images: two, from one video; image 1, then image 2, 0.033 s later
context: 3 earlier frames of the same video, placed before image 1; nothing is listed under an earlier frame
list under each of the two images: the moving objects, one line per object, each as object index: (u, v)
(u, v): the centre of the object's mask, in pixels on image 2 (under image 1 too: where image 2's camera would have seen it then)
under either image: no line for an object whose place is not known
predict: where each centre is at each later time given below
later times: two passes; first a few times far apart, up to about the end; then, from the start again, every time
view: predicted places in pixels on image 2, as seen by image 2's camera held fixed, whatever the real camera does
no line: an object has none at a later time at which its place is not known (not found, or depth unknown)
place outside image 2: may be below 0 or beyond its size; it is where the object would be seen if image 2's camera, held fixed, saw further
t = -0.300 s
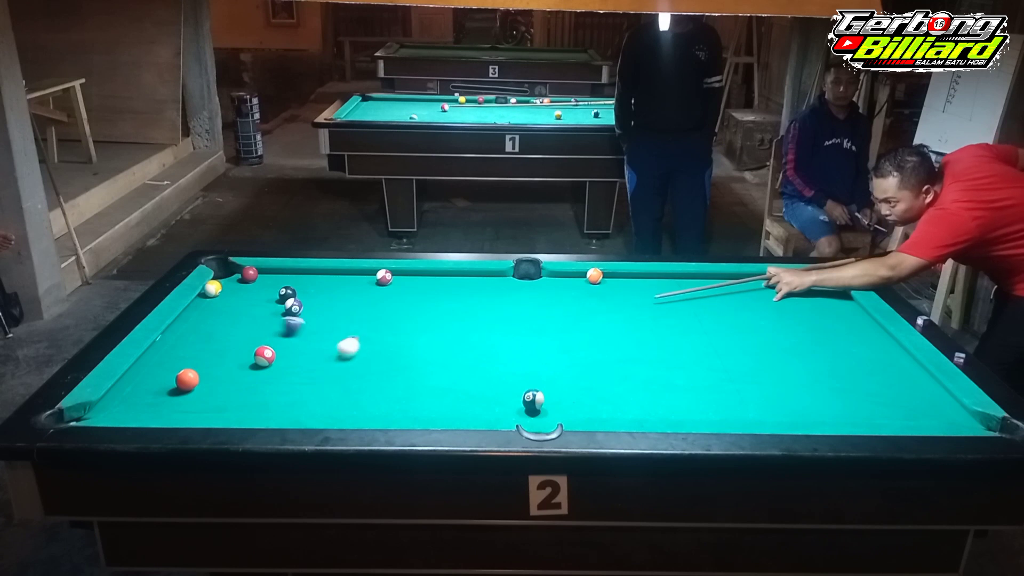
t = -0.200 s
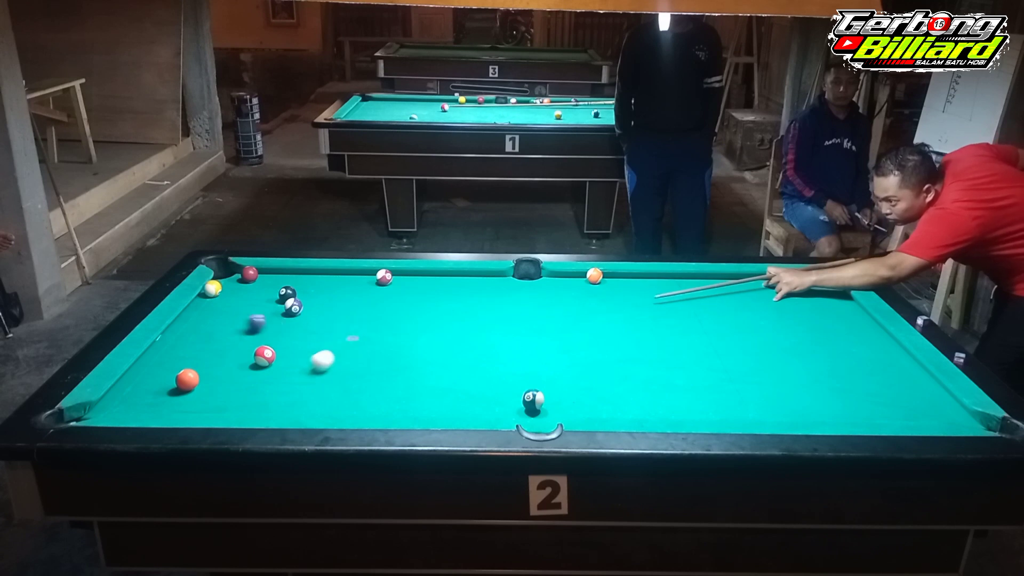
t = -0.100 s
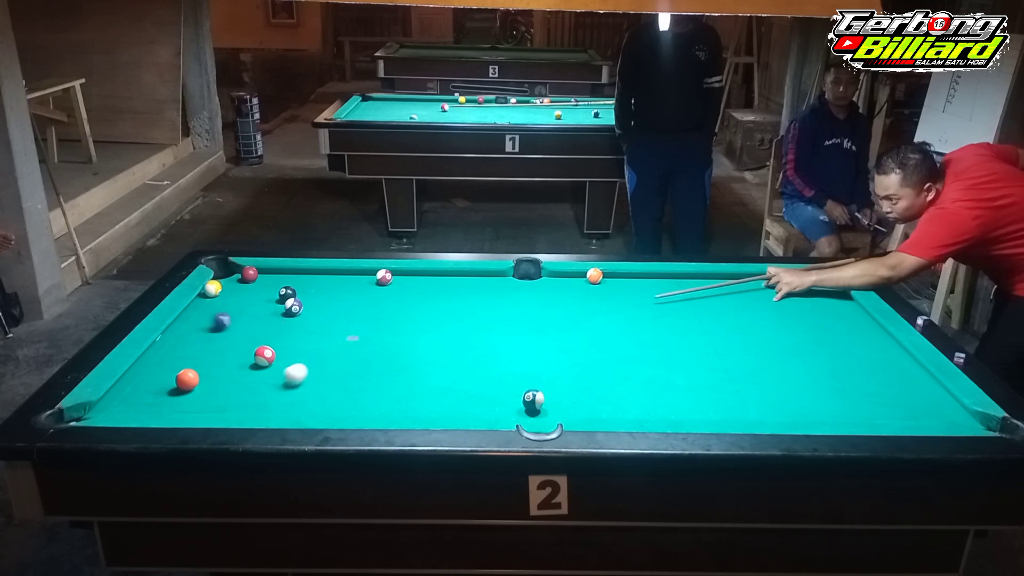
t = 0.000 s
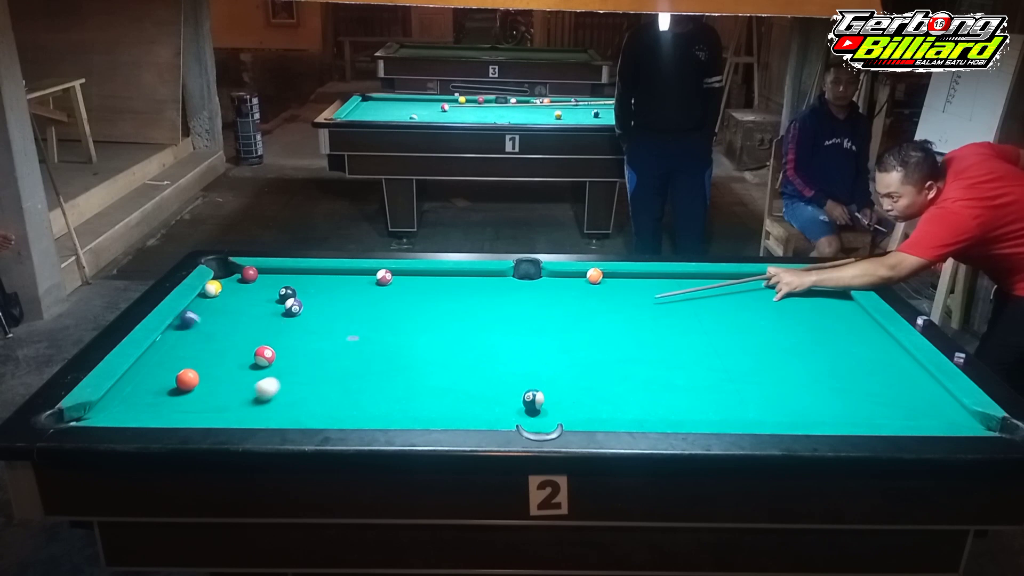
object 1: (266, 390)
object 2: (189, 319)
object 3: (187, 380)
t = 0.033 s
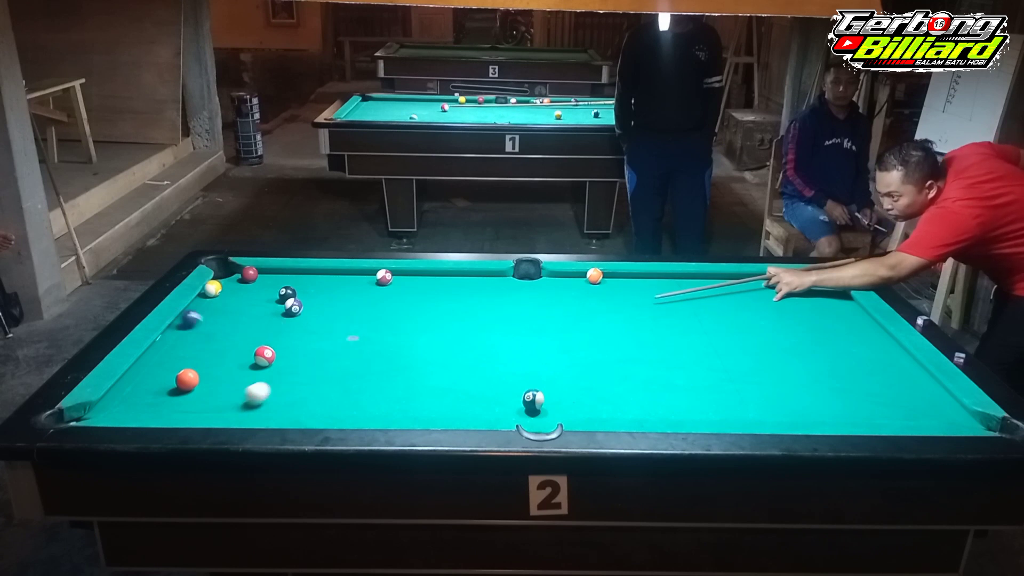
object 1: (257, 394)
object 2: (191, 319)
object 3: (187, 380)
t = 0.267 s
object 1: (212, 403)
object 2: (253, 318)
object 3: (187, 380)
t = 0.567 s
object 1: (211, 379)
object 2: (330, 317)
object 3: (181, 378)
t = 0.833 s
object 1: (227, 364)
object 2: (395, 316)
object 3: (165, 375)
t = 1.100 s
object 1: (240, 351)
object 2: (453, 315)
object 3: (152, 373)
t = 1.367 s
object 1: (251, 340)
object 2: (508, 314)
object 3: (140, 371)
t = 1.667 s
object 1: (261, 330)
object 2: (565, 312)
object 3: (143, 370)
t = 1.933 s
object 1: (269, 323)
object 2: (613, 312)
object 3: (148, 369)
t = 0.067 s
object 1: (247, 400)
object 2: (199, 319)
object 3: (187, 380)
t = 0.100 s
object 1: (237, 403)
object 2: (208, 318)
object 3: (187, 380)
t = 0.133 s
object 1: (228, 406)
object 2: (218, 319)
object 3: (187, 380)
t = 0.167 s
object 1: (218, 408)
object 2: (226, 319)
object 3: (187, 380)
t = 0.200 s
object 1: (215, 407)
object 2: (234, 318)
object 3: (187, 380)
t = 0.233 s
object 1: (214, 405)
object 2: (245, 318)
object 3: (187, 380)
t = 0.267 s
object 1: (212, 403)
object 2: (253, 318)
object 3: (187, 380)
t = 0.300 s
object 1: (211, 400)
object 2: (261, 318)
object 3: (187, 380)
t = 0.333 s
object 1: (210, 397)
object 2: (270, 318)
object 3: (187, 380)
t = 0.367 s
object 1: (209, 394)
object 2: (279, 318)
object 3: (187, 380)
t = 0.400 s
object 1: (207, 391)
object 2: (287, 318)
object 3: (187, 380)
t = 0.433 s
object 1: (207, 389)
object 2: (295, 318)
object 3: (187, 380)
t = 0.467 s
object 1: (206, 386)
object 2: (306, 318)
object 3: (187, 379)
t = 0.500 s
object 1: (206, 383)
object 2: (313, 318)
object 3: (186, 379)
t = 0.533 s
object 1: (209, 381)
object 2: (321, 317)
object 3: (183, 379)
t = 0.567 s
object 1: (211, 379)
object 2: (330, 317)
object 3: (181, 378)
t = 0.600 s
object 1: (213, 377)
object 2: (339, 317)
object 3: (179, 378)
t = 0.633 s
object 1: (215, 375)
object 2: (346, 317)
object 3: (177, 377)
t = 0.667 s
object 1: (217, 373)
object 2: (354, 316)
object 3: (175, 377)
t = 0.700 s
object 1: (219, 371)
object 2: (363, 317)
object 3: (173, 377)
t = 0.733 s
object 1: (221, 369)
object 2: (371, 317)
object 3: (171, 376)
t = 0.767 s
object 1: (223, 367)
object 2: (378, 316)
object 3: (169, 376)
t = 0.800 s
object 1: (225, 365)
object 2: (386, 316)
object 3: (167, 376)
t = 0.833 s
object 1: (227, 364)
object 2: (395, 316)
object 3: (165, 375)
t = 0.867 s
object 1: (229, 362)
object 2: (401, 316)
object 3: (163, 375)
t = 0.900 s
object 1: (230, 360)
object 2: (409, 315)
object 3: (162, 375)
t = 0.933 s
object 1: (232, 359)
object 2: (416, 315)
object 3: (160, 374)
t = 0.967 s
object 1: (234, 357)
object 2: (424, 315)
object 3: (158, 374)
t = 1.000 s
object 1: (236, 355)
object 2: (431, 315)
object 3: (156, 373)
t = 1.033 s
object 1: (237, 354)
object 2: (437, 315)
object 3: (155, 373)
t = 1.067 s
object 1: (239, 352)
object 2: (446, 314)
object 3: (153, 373)
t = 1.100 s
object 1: (240, 351)
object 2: (453, 315)
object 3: (152, 373)
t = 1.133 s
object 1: (242, 350)
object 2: (460, 315)
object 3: (150, 372)
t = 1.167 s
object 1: (243, 348)
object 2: (466, 314)
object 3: (149, 372)
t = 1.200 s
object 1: (245, 347)
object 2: (474, 314)
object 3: (147, 372)
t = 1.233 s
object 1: (246, 345)
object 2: (481, 314)
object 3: (146, 372)
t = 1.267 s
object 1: (247, 344)
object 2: (487, 314)
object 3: (144, 372)
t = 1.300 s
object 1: (249, 343)
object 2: (494, 314)
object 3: (143, 371)
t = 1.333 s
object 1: (250, 341)
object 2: (501, 314)
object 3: (141, 371)
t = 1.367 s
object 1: (251, 340)
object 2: (508, 314)
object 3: (140, 371)
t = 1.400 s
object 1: (253, 339)
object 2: (514, 313)
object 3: (138, 371)
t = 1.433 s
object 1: (254, 338)
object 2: (520, 313)
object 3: (137, 371)
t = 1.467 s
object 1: (255, 337)
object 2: (527, 313)
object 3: (138, 371)
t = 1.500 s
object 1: (256, 336)
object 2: (534, 313)
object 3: (139, 371)
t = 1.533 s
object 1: (257, 335)
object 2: (540, 313)
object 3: (140, 371)
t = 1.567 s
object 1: (259, 333)
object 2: (546, 313)
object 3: (141, 371)
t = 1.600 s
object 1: (259, 332)
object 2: (552, 312)
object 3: (141, 370)
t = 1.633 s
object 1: (260, 331)
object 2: (559, 313)
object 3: (142, 370)
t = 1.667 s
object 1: (261, 330)
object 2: (565, 312)
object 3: (143, 370)
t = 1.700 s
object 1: (262, 329)
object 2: (571, 312)
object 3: (144, 370)
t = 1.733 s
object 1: (263, 328)
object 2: (577, 312)
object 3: (145, 370)
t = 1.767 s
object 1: (264, 327)
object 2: (583, 312)
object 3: (145, 370)
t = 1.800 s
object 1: (265, 326)
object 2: (589, 312)
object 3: (146, 370)
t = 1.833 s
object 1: (266, 325)
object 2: (595, 312)
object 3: (147, 370)
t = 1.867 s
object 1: (267, 324)
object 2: (600, 312)
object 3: (147, 370)
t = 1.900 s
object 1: (268, 324)
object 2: (606, 312)
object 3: (148, 369)
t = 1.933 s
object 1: (269, 323)
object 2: (613, 312)
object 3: (148, 369)
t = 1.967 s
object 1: (269, 322)
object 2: (618, 312)
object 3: (149, 369)
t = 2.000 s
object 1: (270, 321)
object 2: (623, 312)
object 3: (149, 369)
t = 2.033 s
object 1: (271, 320)
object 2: (629, 312)
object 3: (149, 369)
